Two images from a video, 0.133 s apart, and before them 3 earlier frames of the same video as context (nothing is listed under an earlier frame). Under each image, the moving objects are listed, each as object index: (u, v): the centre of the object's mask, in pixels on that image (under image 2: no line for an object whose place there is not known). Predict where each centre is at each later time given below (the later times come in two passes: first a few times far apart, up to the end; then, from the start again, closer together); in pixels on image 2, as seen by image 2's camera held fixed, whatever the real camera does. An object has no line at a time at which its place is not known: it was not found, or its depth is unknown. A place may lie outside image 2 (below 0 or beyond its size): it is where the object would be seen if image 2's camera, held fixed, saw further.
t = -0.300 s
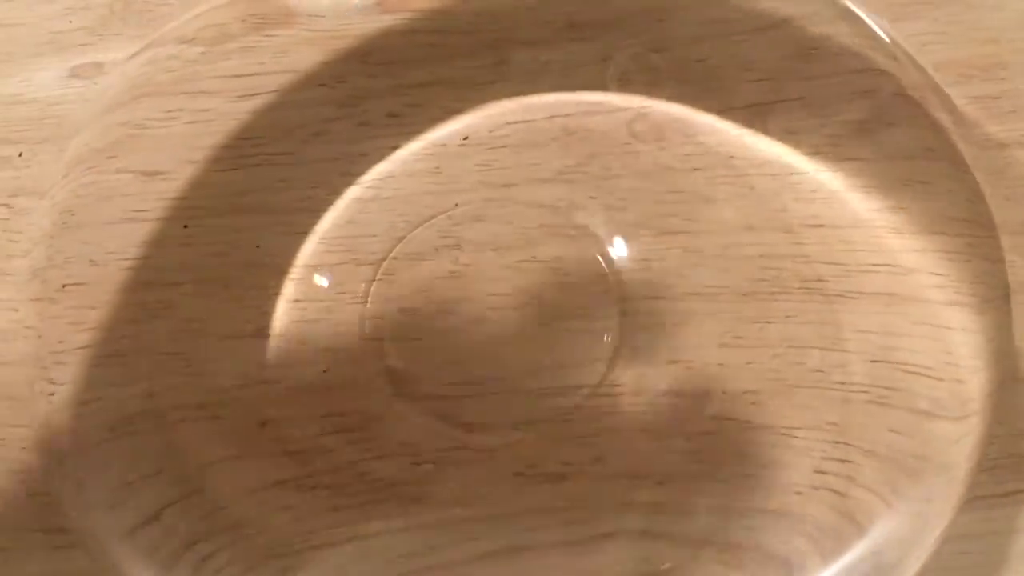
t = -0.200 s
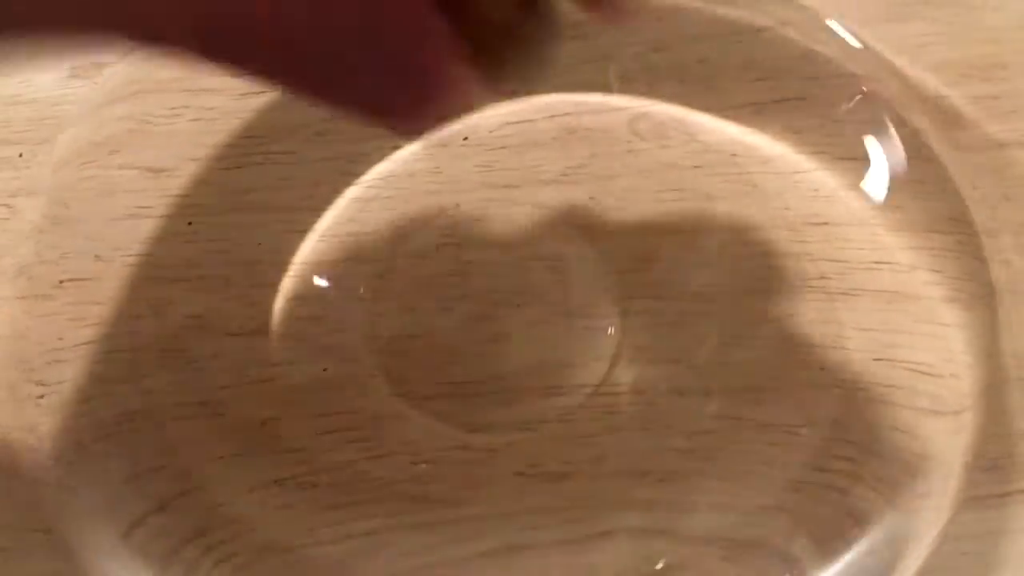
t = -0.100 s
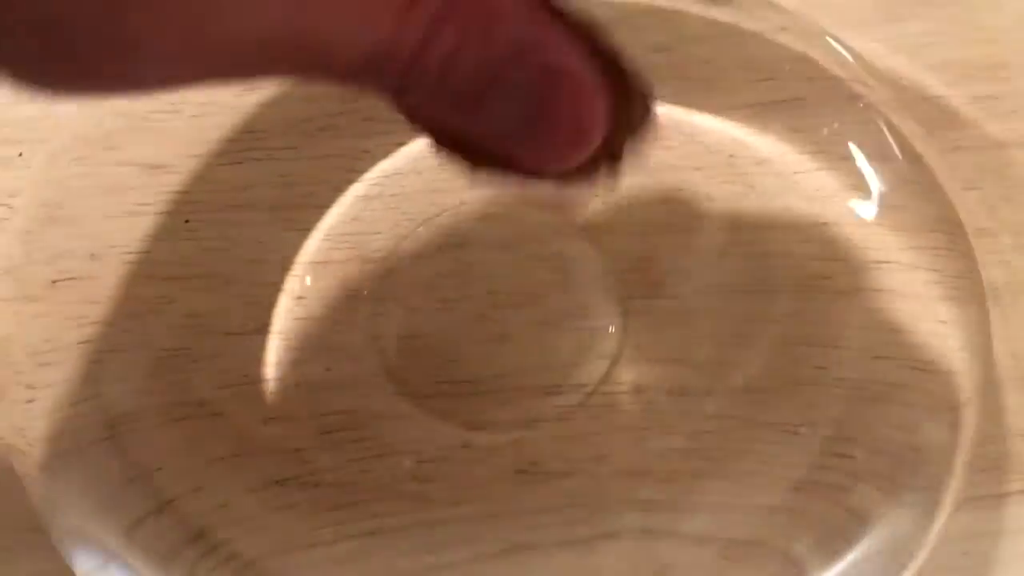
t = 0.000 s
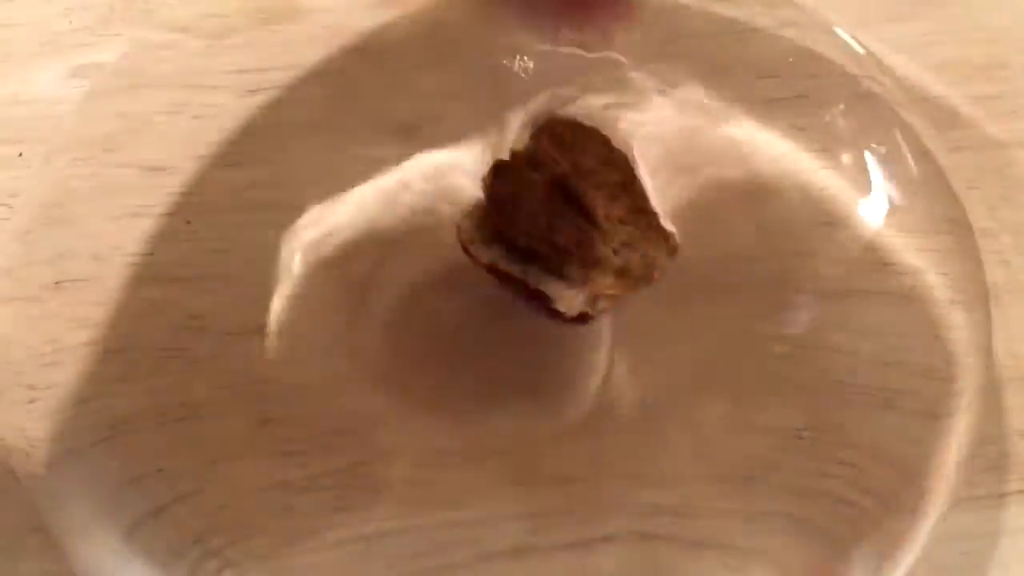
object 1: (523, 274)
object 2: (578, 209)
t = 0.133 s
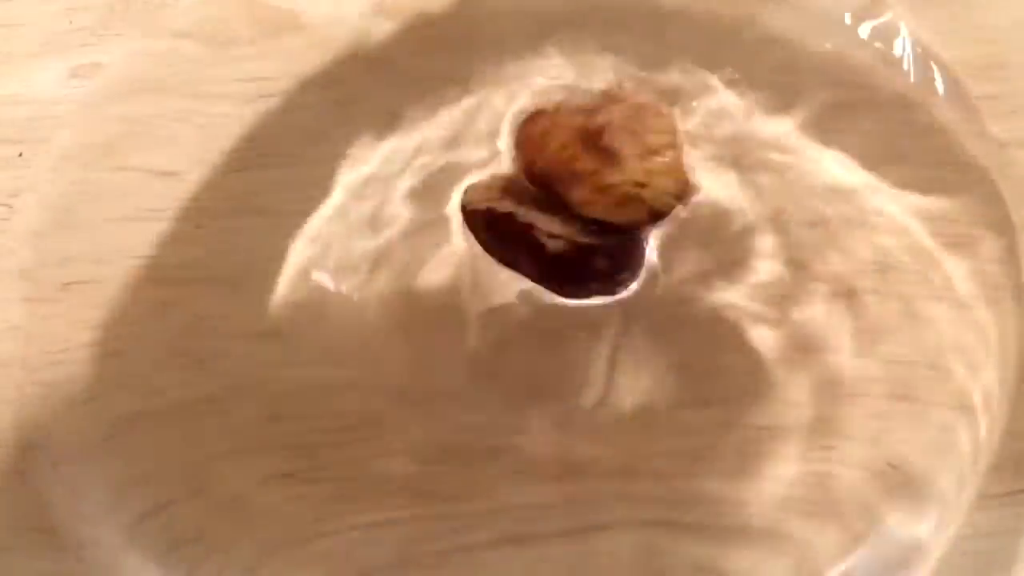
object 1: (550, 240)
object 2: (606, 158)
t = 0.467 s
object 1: (534, 280)
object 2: (649, 229)
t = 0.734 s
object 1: (523, 275)
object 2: (718, 221)
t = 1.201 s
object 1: (430, 263)
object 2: (745, 246)
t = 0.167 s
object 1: (554, 239)
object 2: (627, 165)
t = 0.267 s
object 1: (549, 250)
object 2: (637, 208)
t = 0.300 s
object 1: (553, 262)
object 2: (641, 216)
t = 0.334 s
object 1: (556, 277)
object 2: (641, 219)
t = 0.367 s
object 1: (552, 280)
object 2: (643, 224)
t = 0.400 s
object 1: (549, 280)
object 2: (648, 227)
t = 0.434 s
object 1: (540, 281)
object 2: (648, 231)
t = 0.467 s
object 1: (534, 280)
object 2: (649, 229)
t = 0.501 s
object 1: (526, 278)
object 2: (646, 226)
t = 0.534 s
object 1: (519, 272)
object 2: (646, 226)
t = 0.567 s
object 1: (513, 266)
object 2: (650, 231)
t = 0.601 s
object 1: (511, 261)
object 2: (663, 234)
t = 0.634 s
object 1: (513, 264)
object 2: (681, 234)
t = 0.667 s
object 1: (519, 269)
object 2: (695, 229)
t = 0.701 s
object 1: (524, 275)
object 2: (708, 223)
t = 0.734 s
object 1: (523, 275)
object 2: (718, 221)
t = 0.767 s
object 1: (516, 271)
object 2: (725, 225)
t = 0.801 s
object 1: (507, 264)
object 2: (728, 229)
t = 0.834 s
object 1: (497, 259)
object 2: (730, 231)
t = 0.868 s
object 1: (491, 258)
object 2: (728, 230)
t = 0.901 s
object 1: (488, 264)
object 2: (728, 230)
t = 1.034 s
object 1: (446, 286)
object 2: (747, 257)
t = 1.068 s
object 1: (435, 285)
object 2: (748, 262)
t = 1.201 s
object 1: (430, 263)
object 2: (745, 246)
